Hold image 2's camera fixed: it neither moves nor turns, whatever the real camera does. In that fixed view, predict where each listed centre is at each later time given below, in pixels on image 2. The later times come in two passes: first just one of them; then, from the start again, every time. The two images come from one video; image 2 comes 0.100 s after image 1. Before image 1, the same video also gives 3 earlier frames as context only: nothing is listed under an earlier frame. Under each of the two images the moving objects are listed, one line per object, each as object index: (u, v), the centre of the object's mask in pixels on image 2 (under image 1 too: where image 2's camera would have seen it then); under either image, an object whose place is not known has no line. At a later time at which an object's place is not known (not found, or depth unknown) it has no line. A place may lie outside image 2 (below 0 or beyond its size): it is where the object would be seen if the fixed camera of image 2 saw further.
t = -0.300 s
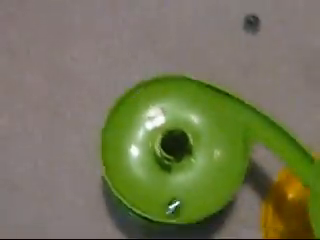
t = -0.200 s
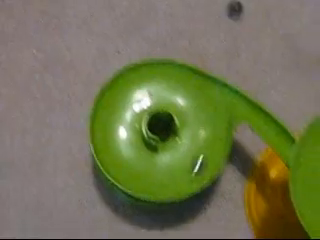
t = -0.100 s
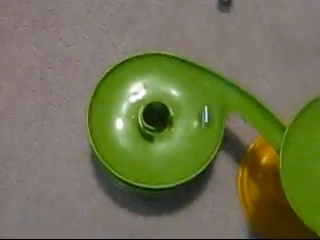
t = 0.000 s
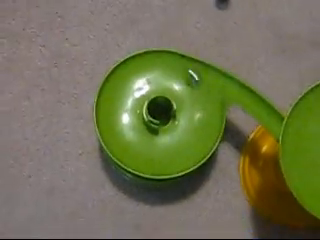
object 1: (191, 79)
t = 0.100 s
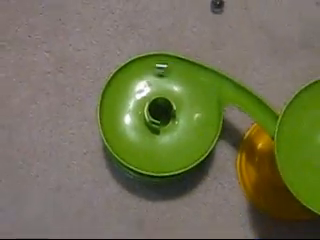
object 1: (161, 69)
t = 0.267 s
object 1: (118, 92)
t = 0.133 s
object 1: (150, 71)
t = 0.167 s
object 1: (139, 74)
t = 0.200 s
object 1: (131, 79)
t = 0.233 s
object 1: (124, 85)
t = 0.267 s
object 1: (118, 92)
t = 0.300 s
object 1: (115, 100)
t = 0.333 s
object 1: (114, 109)
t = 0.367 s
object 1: (117, 118)
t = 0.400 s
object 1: (120, 127)
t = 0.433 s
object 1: (125, 135)
